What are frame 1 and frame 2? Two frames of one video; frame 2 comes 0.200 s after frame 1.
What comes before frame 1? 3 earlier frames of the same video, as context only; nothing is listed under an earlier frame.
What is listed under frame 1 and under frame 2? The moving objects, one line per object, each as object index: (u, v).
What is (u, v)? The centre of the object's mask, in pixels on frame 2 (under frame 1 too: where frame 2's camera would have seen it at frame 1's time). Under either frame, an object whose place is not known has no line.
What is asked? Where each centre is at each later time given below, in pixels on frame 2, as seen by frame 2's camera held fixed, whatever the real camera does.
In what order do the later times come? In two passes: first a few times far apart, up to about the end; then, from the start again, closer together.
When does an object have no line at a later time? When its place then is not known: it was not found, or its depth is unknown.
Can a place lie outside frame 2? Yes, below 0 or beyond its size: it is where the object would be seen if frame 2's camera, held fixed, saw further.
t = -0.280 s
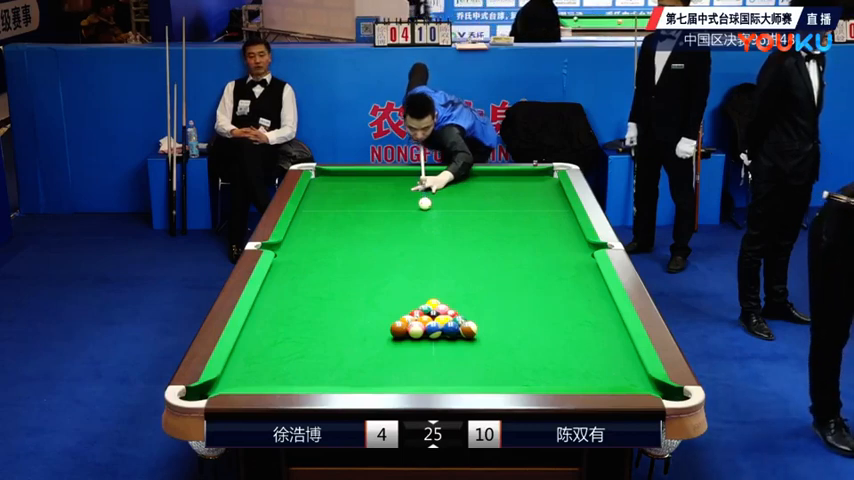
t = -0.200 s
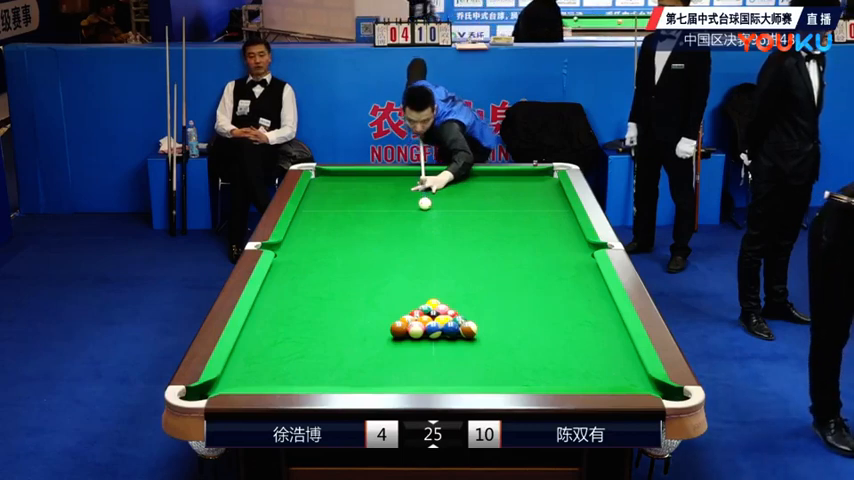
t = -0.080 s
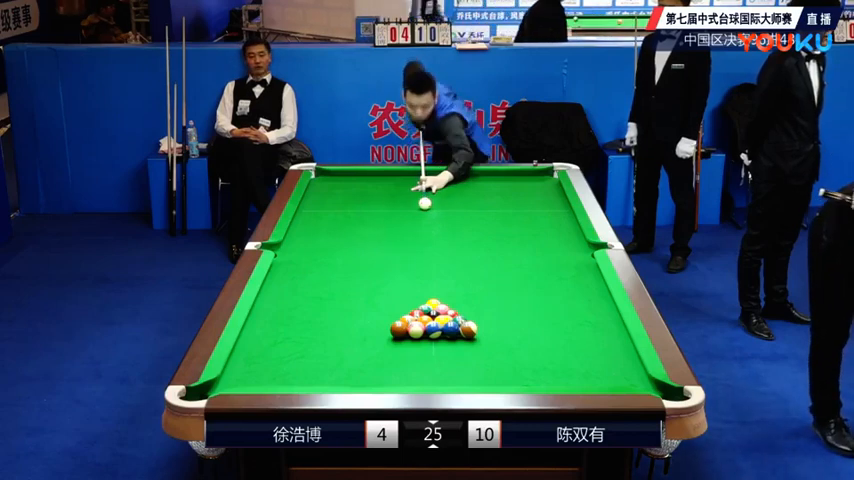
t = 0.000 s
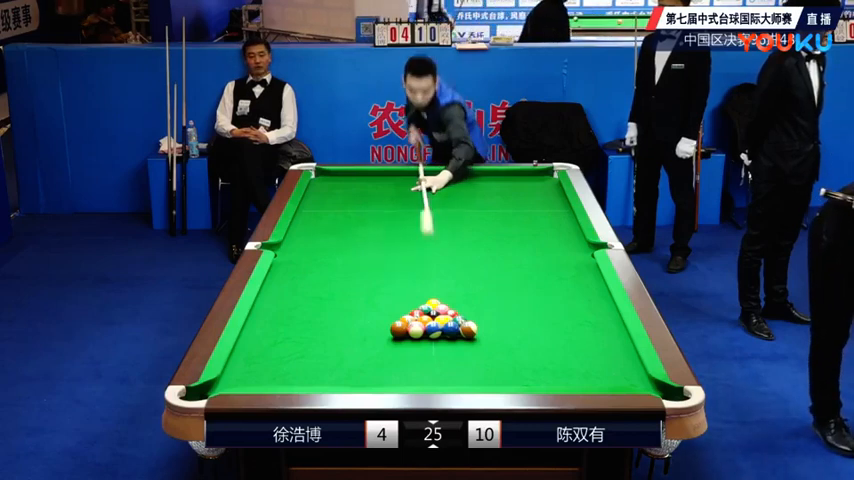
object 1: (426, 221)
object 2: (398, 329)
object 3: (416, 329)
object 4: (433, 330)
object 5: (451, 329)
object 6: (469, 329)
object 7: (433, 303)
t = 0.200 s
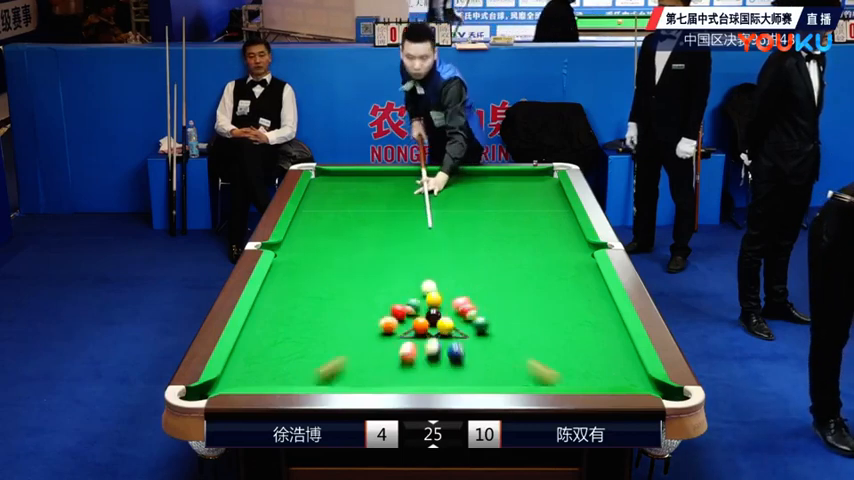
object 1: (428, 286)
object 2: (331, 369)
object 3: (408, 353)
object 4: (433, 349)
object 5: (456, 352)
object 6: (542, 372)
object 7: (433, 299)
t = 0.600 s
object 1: (420, 261)
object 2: (285, 296)
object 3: (388, 345)
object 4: (433, 359)
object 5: (469, 348)
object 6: (571, 289)
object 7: (434, 275)
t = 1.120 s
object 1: (412, 241)
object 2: (376, 224)
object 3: (337, 297)
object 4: (434, 320)
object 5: (528, 317)
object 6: (477, 217)
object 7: (435, 249)
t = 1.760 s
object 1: (406, 221)
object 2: (450, 175)
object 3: (290, 263)
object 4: (428, 302)
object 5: (594, 291)
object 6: (392, 180)
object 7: (435, 224)
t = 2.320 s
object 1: (402, 207)
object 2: (543, 204)
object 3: (290, 257)
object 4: (424, 291)
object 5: (568, 276)
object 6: (312, 209)
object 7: (434, 207)
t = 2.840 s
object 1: (399, 197)
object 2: (534, 232)
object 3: (301, 261)
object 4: (421, 283)
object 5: (540, 265)
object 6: (359, 238)
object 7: (433, 193)
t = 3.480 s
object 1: (398, 186)
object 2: (471, 270)
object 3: (309, 263)
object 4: (419, 277)
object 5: (512, 256)
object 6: (371, 263)
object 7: (432, 180)
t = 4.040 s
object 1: (397, 179)
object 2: (410, 306)
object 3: (312, 264)
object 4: (417, 274)
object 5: (494, 249)
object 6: (358, 276)
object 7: (432, 173)
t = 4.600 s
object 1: (395, 174)
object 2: (317, 332)
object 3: (313, 264)
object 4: (416, 273)
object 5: (481, 245)
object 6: (347, 287)
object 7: (432, 178)
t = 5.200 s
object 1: (394, 173)
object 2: (256, 350)
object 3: (313, 264)
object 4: (416, 273)
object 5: (471, 241)
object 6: (338, 298)
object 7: (441, 182)
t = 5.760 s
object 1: (394, 175)
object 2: (298, 361)
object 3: (313, 264)
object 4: (416, 273)
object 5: (467, 240)
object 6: (330, 306)
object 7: (449, 184)
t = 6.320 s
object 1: (394, 175)
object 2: (333, 369)
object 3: (313, 264)
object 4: (415, 272)
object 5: (466, 239)
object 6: (325, 311)
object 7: (454, 185)
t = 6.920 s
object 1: (394, 175)
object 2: (366, 375)
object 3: (313, 264)
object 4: (416, 273)
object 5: (466, 239)
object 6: (323, 314)
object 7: (455, 186)
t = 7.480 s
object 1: (394, 175)
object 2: (389, 378)
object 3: (313, 264)
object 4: (416, 273)
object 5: (466, 239)
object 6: (322, 314)
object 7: (455, 186)
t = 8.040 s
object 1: (394, 175)
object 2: (404, 380)
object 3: (313, 264)
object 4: (416, 273)
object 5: (466, 239)
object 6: (322, 314)
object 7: (455, 186)
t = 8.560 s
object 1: (394, 175)
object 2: (413, 380)
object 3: (313, 264)
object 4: (416, 272)
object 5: (466, 239)
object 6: (322, 314)
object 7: (455, 186)
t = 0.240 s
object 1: (427, 283)
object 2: (303, 379)
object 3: (404, 362)
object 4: (433, 358)
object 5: (458, 362)
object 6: (570, 377)
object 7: (434, 297)
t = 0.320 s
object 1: (425, 276)
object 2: (283, 358)
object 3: (398, 378)
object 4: (434, 373)
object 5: (462, 378)
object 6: (590, 353)
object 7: (434, 292)
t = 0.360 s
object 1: (424, 273)
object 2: (274, 347)
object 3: (396, 378)
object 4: (433, 378)
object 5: (463, 379)
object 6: (599, 340)
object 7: (434, 289)
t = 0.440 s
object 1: (423, 269)
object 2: (260, 327)
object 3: (393, 367)
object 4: (433, 376)
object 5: (466, 369)
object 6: (613, 319)
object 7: (434, 284)
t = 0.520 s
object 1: (421, 265)
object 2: (266, 310)
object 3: (391, 355)
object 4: (433, 368)
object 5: (467, 358)
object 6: (593, 303)
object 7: (434, 280)
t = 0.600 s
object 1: (420, 261)
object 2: (285, 296)
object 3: (388, 345)
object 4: (433, 359)
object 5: (469, 348)
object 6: (571, 289)
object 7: (434, 275)
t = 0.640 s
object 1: (419, 259)
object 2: (294, 289)
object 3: (387, 340)
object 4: (433, 355)
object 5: (470, 344)
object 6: (563, 282)
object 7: (435, 273)
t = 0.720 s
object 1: (418, 256)
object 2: (310, 277)
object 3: (379, 332)
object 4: (432, 346)
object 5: (479, 337)
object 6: (545, 269)
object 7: (435, 269)
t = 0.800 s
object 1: (417, 253)
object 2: (325, 265)
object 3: (370, 324)
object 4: (433, 338)
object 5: (490, 333)
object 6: (530, 258)
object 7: (435, 265)
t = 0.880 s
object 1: (416, 250)
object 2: (339, 254)
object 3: (361, 317)
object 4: (433, 332)
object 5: (500, 329)
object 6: (515, 246)
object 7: (435, 261)
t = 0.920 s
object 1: (415, 248)
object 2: (346, 249)
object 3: (357, 313)
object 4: (431, 330)
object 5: (505, 327)
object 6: (508, 241)
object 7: (435, 259)
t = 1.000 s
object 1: (414, 246)
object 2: (358, 239)
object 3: (349, 307)
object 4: (433, 326)
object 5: (515, 322)
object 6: (495, 231)
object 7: (435, 255)
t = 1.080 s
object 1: (412, 243)
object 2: (370, 229)
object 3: (341, 301)
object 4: (433, 322)
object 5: (524, 319)
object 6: (483, 221)
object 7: (435, 251)
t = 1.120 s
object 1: (412, 241)
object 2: (376, 224)
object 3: (337, 297)
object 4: (434, 320)
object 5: (528, 317)
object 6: (477, 217)
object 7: (435, 249)
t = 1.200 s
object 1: (411, 238)
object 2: (386, 216)
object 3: (330, 291)
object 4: (435, 316)
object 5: (537, 313)
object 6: (466, 209)
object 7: (436, 245)
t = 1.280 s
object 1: (410, 236)
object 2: (397, 208)
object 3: (323, 286)
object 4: (433, 315)
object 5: (546, 310)
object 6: (455, 201)
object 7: (435, 242)
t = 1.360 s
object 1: (409, 233)
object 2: (406, 200)
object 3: (316, 280)
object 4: (432, 313)
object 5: (554, 307)
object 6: (444, 193)
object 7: (435, 239)
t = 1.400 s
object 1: (409, 232)
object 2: (411, 197)
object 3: (313, 277)
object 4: (432, 311)
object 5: (559, 305)
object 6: (441, 190)
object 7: (435, 237)
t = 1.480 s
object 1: (408, 229)
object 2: (419, 190)
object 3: (307, 272)
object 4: (431, 309)
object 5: (567, 301)
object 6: (431, 183)
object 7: (435, 234)
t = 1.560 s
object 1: (407, 227)
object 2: (428, 183)
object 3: (301, 268)
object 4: (430, 306)
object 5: (575, 298)
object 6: (421, 176)
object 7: (435, 231)
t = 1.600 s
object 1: (407, 226)
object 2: (432, 180)
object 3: (299, 267)
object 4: (430, 305)
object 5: (579, 297)
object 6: (418, 173)
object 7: (435, 230)
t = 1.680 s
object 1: (406, 223)
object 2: (440, 174)
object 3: (295, 265)
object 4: (429, 303)
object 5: (586, 294)
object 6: (406, 174)
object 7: (435, 227)
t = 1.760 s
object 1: (406, 221)
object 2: (450, 175)
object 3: (290, 263)
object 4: (428, 302)
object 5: (594, 291)
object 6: (392, 180)
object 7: (435, 224)
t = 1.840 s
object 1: (405, 219)
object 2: (463, 180)
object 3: (287, 261)
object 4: (428, 300)
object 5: (600, 288)
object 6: (377, 184)
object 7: (435, 221)
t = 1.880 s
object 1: (405, 218)
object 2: (469, 182)
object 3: (285, 260)
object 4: (428, 299)
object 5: (597, 287)
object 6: (371, 187)
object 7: (435, 220)
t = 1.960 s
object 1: (404, 216)
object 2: (482, 186)
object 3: (282, 259)
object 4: (427, 297)
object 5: (591, 285)
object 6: (356, 191)
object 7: (434, 217)
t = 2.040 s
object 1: (404, 214)
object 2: (495, 190)
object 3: (283, 257)
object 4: (426, 296)
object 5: (586, 283)
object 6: (341, 194)
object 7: (434, 215)
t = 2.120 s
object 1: (403, 212)
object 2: (508, 194)
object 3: (285, 256)
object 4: (426, 294)
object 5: (580, 281)
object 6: (327, 198)
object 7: (434, 212)
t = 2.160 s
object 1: (403, 211)
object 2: (515, 196)
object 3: (287, 255)
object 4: (426, 294)
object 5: (578, 280)
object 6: (319, 200)
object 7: (434, 211)
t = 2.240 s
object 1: (402, 209)
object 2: (529, 200)
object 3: (288, 256)
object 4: (425, 292)
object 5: (572, 278)
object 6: (305, 204)
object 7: (434, 209)
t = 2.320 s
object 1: (402, 207)
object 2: (543, 204)
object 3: (290, 257)
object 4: (424, 291)
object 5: (568, 276)
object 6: (312, 209)
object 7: (434, 207)
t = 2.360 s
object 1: (402, 207)
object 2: (550, 206)
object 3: (291, 257)
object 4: (424, 290)
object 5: (565, 275)
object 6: (315, 210)
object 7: (434, 206)
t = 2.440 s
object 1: (401, 205)
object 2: (564, 210)
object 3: (294, 258)
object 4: (424, 288)
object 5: (560, 274)
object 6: (323, 215)
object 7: (433, 204)
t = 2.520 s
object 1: (401, 203)
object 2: (561, 215)
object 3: (295, 258)
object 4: (423, 287)
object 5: (556, 272)
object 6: (329, 219)
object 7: (433, 201)
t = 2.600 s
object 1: (400, 201)
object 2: (554, 219)
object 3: (296, 259)
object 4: (423, 286)
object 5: (552, 271)
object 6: (336, 224)
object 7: (433, 199)
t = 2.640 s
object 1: (400, 201)
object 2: (551, 221)
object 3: (297, 259)
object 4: (422, 286)
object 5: (549, 270)
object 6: (340, 226)
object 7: (433, 198)
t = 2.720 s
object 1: (400, 199)
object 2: (544, 225)
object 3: (299, 260)
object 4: (422, 284)
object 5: (546, 268)
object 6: (347, 231)
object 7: (433, 196)
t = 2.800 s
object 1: (400, 198)
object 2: (537, 229)
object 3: (300, 260)
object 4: (422, 284)
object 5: (541, 267)
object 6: (355, 236)
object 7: (433, 194)
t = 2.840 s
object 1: (399, 197)
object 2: (534, 232)
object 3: (301, 261)
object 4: (421, 283)
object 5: (540, 265)
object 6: (359, 238)
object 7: (433, 193)
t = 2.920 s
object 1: (399, 195)
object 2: (526, 236)
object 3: (302, 261)
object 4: (421, 282)
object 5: (536, 265)
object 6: (366, 243)
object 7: (433, 192)
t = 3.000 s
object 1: (399, 194)
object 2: (519, 241)
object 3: (303, 262)
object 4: (421, 281)
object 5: (532, 263)
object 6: (374, 248)
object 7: (433, 190)
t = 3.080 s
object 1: (399, 193)
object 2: (511, 245)
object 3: (305, 262)
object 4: (421, 280)
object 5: (528, 262)
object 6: (382, 253)
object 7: (433, 188)
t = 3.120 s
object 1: (399, 192)
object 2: (508, 247)
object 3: (305, 262)
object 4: (421, 279)
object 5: (527, 261)
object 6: (381, 255)
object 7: (432, 187)
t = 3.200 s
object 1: (399, 191)
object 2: (500, 252)
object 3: (306, 262)
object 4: (420, 279)
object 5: (523, 260)
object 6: (378, 256)
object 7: (432, 186)
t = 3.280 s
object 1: (398, 189)
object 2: (492, 257)
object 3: (307, 263)
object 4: (420, 278)
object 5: (520, 259)
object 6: (376, 258)
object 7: (432, 184)
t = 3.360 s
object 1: (398, 188)
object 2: (484, 260)
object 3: (308, 263)
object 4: (420, 277)
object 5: (517, 258)
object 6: (374, 260)
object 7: (432, 182)
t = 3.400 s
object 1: (398, 188)
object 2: (479, 263)
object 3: (308, 263)
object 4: (420, 277)
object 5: (515, 257)
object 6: (373, 261)
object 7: (432, 182)
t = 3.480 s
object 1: (398, 186)
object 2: (471, 270)
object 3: (309, 263)
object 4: (419, 277)
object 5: (512, 256)
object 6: (371, 263)
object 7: (432, 180)
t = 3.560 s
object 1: (398, 185)
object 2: (463, 275)
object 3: (310, 264)
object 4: (419, 276)
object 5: (509, 255)
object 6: (369, 265)
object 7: (432, 179)
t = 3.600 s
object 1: (397, 185)
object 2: (459, 277)
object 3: (310, 264)
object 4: (419, 276)
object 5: (508, 255)
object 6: (368, 266)
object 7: (432, 178)
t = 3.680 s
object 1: (397, 184)
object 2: (450, 283)
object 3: (311, 264)
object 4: (418, 276)
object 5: (505, 253)
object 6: (366, 268)
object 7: (432, 177)
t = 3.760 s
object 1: (397, 183)
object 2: (442, 288)
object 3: (311, 264)
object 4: (418, 275)
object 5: (503, 253)
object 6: (364, 270)
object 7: (432, 175)
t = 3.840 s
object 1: (397, 182)
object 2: (432, 293)
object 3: (312, 264)
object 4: (418, 275)
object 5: (500, 251)
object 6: (362, 272)
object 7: (432, 174)
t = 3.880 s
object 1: (397, 181)
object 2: (428, 297)
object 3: (312, 264)
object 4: (418, 275)
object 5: (499, 251)
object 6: (362, 272)
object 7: (432, 173)
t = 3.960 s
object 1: (397, 180)
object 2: (419, 302)
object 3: (312, 264)
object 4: (417, 274)
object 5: (496, 250)
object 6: (360, 274)
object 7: (432, 173)
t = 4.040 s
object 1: (397, 179)
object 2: (410, 306)
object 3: (312, 264)
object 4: (417, 274)
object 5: (494, 249)
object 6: (358, 276)
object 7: (432, 173)
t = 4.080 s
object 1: (397, 179)
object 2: (404, 308)
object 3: (312, 264)
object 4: (417, 273)
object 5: (493, 249)
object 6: (357, 277)
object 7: (432, 173)
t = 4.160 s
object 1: (396, 178)
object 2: (393, 315)
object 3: (313, 264)
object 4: (417, 273)
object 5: (491, 248)
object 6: (356, 279)
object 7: (432, 174)
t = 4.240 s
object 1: (396, 177)
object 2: (379, 316)
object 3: (313, 264)
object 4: (417, 273)
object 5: (489, 248)
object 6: (354, 280)
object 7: (432, 175)
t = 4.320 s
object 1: (396, 176)
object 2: (365, 321)
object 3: (313, 264)
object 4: (417, 273)
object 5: (487, 247)
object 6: (352, 282)
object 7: (432, 176)
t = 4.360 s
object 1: (396, 176)
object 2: (359, 323)
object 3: (313, 264)
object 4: (417, 273)
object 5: (486, 247)
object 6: (352, 283)
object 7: (432, 176)
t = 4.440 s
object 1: (396, 175)
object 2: (345, 326)
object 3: (313, 264)
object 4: (416, 273)
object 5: (484, 246)
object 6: (350, 284)
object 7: (432, 177)
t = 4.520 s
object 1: (395, 175)
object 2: (331, 329)
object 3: (313, 264)
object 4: (416, 273)
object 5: (482, 245)
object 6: (349, 286)
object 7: (432, 178)
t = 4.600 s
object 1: (395, 174)
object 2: (317, 332)
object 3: (313, 264)
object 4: (416, 273)
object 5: (481, 245)
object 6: (347, 287)
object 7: (432, 178)
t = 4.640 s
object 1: (395, 174)
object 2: (310, 333)
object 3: (313, 264)
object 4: (416, 273)
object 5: (480, 245)
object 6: (346, 288)
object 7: (432, 179)
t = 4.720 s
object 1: (395, 173)
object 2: (296, 336)
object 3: (313, 264)
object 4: (416, 273)
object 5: (478, 244)
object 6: (345, 290)
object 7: (432, 179)
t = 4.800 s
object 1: (395, 172)
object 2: (283, 339)
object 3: (313, 264)
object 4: (416, 273)
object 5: (477, 243)
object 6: (343, 291)
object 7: (432, 180)
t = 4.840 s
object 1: (395, 172)
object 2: (275, 340)
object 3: (313, 264)
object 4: (416, 273)
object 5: (476, 243)
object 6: (343, 292)
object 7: (434, 180)
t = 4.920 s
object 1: (395, 172)
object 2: (262, 343)
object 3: (313, 264)
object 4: (416, 273)
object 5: (475, 243)
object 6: (341, 294)
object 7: (435, 181)
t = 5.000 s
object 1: (394, 173)
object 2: (247, 347)
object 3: (313, 264)
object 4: (416, 273)
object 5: (474, 242)
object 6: (340, 295)
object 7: (437, 181)
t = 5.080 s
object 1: (394, 173)
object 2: (246, 348)
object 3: (313, 264)
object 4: (416, 273)
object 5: (473, 242)
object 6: (339, 296)
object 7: (438, 181)
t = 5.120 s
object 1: (394, 173)
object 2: (250, 349)
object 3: (313, 264)
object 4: (416, 273)
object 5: (472, 242)
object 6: (338, 297)
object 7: (439, 181)
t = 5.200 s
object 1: (394, 173)
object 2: (256, 350)
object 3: (313, 264)
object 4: (416, 273)
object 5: (471, 241)
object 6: (338, 298)
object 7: (441, 182)
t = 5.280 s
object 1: (394, 174)
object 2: (262, 352)
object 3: (313, 264)
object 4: (416, 273)
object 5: (471, 241)
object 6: (336, 299)
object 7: (442, 182)
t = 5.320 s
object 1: (394, 174)
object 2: (265, 353)
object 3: (313, 264)
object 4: (416, 273)
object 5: (470, 241)
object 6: (336, 300)
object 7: (443, 182)
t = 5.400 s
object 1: (394, 174)
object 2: (271, 354)
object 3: (313, 264)
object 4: (416, 273)
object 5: (469, 240)
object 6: (334, 301)
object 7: (444, 183)
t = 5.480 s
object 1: (394, 174)
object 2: (277, 356)
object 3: (313, 264)
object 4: (416, 273)
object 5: (468, 240)
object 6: (333, 302)
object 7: (445, 183)
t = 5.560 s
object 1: (394, 174)
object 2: (283, 357)
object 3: (313, 264)
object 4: (416, 273)
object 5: (468, 240)
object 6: (333, 303)
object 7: (446, 183)
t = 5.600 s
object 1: (394, 175)
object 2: (286, 358)
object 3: (313, 264)
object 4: (416, 273)
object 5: (467, 240)
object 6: (332, 304)
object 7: (447, 184)
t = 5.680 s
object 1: (394, 175)
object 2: (292, 359)
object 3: (313, 264)
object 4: (416, 273)
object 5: (467, 240)
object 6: (331, 305)
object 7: (448, 184)
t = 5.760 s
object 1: (394, 175)
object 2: (298, 361)
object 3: (313, 264)
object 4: (416, 273)
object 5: (467, 240)
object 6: (330, 306)
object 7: (449, 184)
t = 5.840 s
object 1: (394, 175)
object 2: (303, 362)
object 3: (313, 264)
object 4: (416, 273)
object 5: (467, 240)
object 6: (329, 307)
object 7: (450, 184)
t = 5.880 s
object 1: (394, 175)
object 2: (305, 362)
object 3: (313, 264)
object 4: (416, 273)
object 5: (467, 240)
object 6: (329, 307)
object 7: (450, 184)
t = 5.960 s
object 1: (394, 175)
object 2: (311, 364)
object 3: (313, 264)
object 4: (416, 273)
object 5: (466, 239)
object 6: (328, 308)
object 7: (451, 185)
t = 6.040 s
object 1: (394, 175)
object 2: (316, 365)
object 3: (313, 264)
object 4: (416, 273)
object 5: (466, 239)
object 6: (327, 309)
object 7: (452, 185)
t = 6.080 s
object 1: (394, 175)
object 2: (319, 365)
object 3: (313, 264)
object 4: (416, 273)
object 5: (466, 239)
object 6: (327, 309)
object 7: (452, 185)
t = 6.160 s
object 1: (394, 175)
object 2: (324, 367)
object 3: (313, 264)
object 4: (416, 273)
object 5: (466, 239)
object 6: (326, 310)
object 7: (453, 185)
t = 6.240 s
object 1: (394, 175)
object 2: (329, 368)
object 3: (313, 264)
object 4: (416, 273)
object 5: (466, 239)
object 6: (326, 311)
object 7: (453, 185)
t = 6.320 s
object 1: (394, 175)
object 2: (333, 369)
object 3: (313, 264)
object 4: (415, 272)
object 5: (466, 239)
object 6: (325, 311)
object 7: (454, 185)
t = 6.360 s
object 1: (394, 175)
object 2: (336, 370)
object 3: (313, 264)
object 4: (416, 273)
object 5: (466, 239)
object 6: (325, 312)
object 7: (454, 186)
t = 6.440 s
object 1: (394, 175)
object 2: (340, 370)
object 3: (313, 264)
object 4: (416, 273)
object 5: (466, 239)
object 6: (324, 312)
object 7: (454, 186)
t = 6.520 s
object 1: (394, 175)
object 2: (345, 371)
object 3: (313, 264)
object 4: (415, 273)
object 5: (466, 239)
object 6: (324, 312)
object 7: (454, 186)
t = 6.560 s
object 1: (394, 175)
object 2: (347, 372)
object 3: (313, 264)
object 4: (416, 273)
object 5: (466, 239)
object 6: (324, 313)
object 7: (455, 186)
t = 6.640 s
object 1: (394, 175)
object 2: (351, 372)
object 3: (313, 264)
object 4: (416, 273)
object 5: (466, 239)
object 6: (323, 313)
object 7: (455, 186)
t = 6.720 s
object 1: (394, 175)
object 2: (356, 373)
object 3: (313, 264)
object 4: (416, 273)
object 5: (466, 239)
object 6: (323, 314)
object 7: (455, 186)
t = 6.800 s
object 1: (394, 175)
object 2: (360, 374)
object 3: (313, 264)
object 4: (416, 273)
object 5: (466, 239)
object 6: (323, 314)
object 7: (455, 186)
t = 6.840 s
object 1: (394, 175)
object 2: (362, 374)
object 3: (313, 264)
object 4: (416, 273)
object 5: (466, 239)
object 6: (323, 314)
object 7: (455, 186)
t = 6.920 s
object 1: (394, 175)
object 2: (366, 375)
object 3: (313, 264)
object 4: (416, 273)
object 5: (466, 239)
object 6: (323, 314)
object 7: (455, 186)
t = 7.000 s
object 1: (394, 175)
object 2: (370, 375)
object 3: (313, 264)
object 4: (416, 273)
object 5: (466, 239)
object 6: (323, 314)
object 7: (455, 186)
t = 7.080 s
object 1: (394, 175)
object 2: (373, 376)
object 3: (313, 264)
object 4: (416, 273)
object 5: (466, 239)
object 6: (322, 314)
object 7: (455, 186)
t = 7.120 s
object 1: (394, 175)
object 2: (375, 376)
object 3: (313, 264)
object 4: (416, 273)
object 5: (466, 239)
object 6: (322, 314)
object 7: (455, 186)
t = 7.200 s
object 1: (394, 175)
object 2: (378, 377)
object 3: (313, 264)
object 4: (416, 273)
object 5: (466, 239)
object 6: (322, 314)
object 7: (455, 186)
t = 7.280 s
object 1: (394, 175)
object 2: (381, 377)
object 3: (313, 264)
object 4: (416, 273)
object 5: (466, 239)
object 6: (322, 314)
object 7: (455, 186)
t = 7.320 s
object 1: (394, 175)
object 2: (383, 377)
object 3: (313, 264)
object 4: (416, 273)
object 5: (466, 239)
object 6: (322, 314)
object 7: (455, 186)
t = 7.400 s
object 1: (394, 175)
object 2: (386, 378)
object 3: (313, 264)
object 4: (416, 273)
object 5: (466, 239)
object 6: (322, 314)
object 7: (455, 186)
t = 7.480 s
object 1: (394, 175)
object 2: (389, 378)
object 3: (313, 264)
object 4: (416, 273)
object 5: (466, 239)
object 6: (322, 314)
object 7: (455, 186)
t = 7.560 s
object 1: (394, 175)
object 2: (391, 378)
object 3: (313, 264)
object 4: (416, 273)
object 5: (466, 239)
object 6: (322, 314)
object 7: (455, 186)
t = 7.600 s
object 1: (394, 175)
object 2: (393, 378)
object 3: (313, 264)
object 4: (416, 273)
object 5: (466, 239)
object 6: (322, 314)
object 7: (455, 186)
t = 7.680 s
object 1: (394, 175)
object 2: (395, 379)
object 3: (313, 264)
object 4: (416, 273)
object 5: (466, 239)
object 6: (322, 314)
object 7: (455, 186)
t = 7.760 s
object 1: (394, 175)
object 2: (397, 379)
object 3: (313, 264)
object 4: (416, 273)
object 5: (466, 239)
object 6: (322, 314)
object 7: (455, 186)
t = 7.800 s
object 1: (394, 175)
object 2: (399, 379)
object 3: (313, 264)
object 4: (416, 273)
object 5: (466, 239)
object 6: (322, 314)
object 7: (455, 186)
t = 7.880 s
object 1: (394, 175)
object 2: (401, 379)
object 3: (313, 264)
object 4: (416, 273)
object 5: (466, 239)
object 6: (322, 314)
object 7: (455, 186)
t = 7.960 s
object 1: (394, 175)
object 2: (403, 379)
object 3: (313, 264)
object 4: (416, 273)
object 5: (466, 239)
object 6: (322, 314)
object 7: (455, 186)
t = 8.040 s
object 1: (394, 175)
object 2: (404, 380)
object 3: (313, 264)
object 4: (416, 273)
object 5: (466, 239)
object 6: (322, 314)
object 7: (455, 186)
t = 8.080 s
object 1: (394, 175)
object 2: (405, 380)
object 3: (313, 264)
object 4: (416, 273)
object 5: (466, 239)
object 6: (322, 314)
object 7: (455, 186)
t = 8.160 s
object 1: (394, 175)
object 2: (407, 380)
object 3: (313, 264)
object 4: (416, 273)
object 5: (466, 239)
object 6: (322, 314)
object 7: (455, 186)
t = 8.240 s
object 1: (394, 175)
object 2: (409, 380)
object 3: (313, 264)
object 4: (416, 272)
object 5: (466, 239)
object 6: (322, 314)
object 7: (455, 186)
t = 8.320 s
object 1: (394, 175)
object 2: (410, 380)
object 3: (313, 264)
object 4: (416, 273)
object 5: (466, 239)
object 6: (322, 314)
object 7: (455, 186)
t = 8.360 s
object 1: (394, 175)
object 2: (411, 380)
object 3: (313, 264)
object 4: (416, 272)
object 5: (466, 239)
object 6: (322, 315)
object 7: (455, 186)
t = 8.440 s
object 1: (394, 175)
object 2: (412, 380)
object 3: (313, 264)
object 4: (416, 273)
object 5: (466, 239)
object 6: (322, 315)
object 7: (455, 186)
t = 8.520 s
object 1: (394, 175)
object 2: (413, 380)
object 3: (313, 264)
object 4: (416, 273)
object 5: (466, 239)
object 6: (322, 314)
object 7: (455, 186)
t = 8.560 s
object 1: (394, 175)
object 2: (413, 380)
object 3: (313, 264)
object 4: (416, 272)
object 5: (466, 239)
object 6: (322, 314)
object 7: (455, 186)
